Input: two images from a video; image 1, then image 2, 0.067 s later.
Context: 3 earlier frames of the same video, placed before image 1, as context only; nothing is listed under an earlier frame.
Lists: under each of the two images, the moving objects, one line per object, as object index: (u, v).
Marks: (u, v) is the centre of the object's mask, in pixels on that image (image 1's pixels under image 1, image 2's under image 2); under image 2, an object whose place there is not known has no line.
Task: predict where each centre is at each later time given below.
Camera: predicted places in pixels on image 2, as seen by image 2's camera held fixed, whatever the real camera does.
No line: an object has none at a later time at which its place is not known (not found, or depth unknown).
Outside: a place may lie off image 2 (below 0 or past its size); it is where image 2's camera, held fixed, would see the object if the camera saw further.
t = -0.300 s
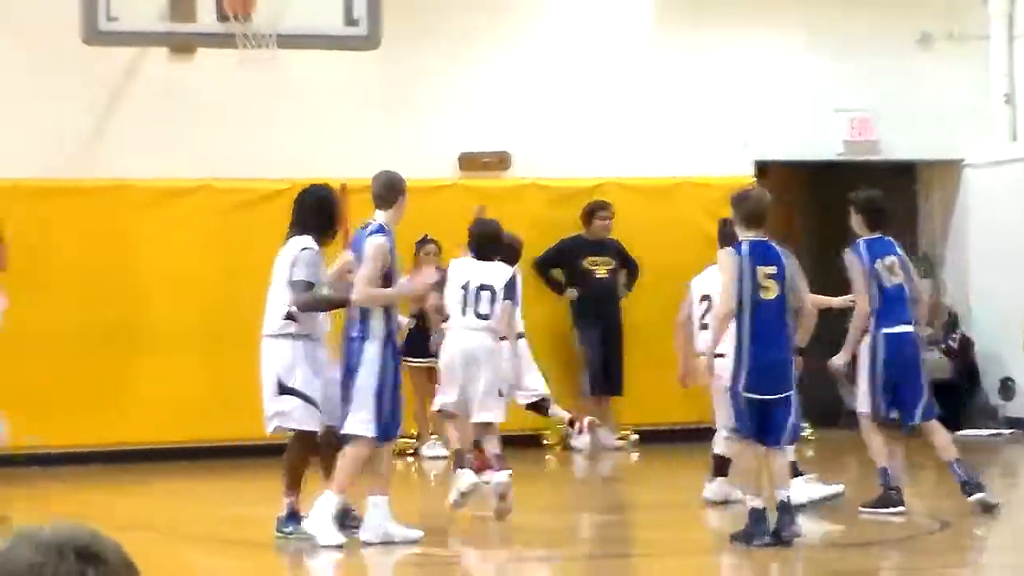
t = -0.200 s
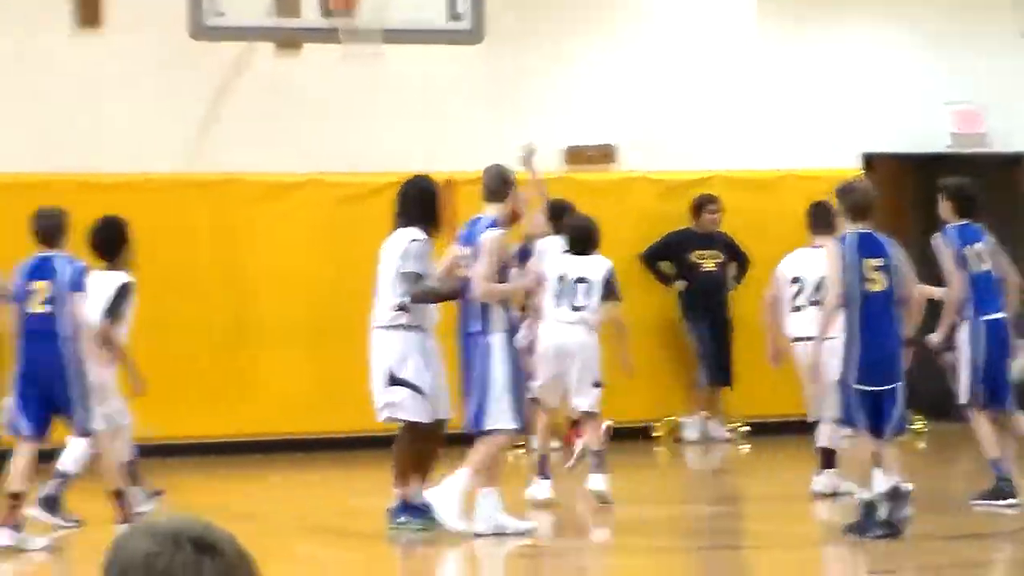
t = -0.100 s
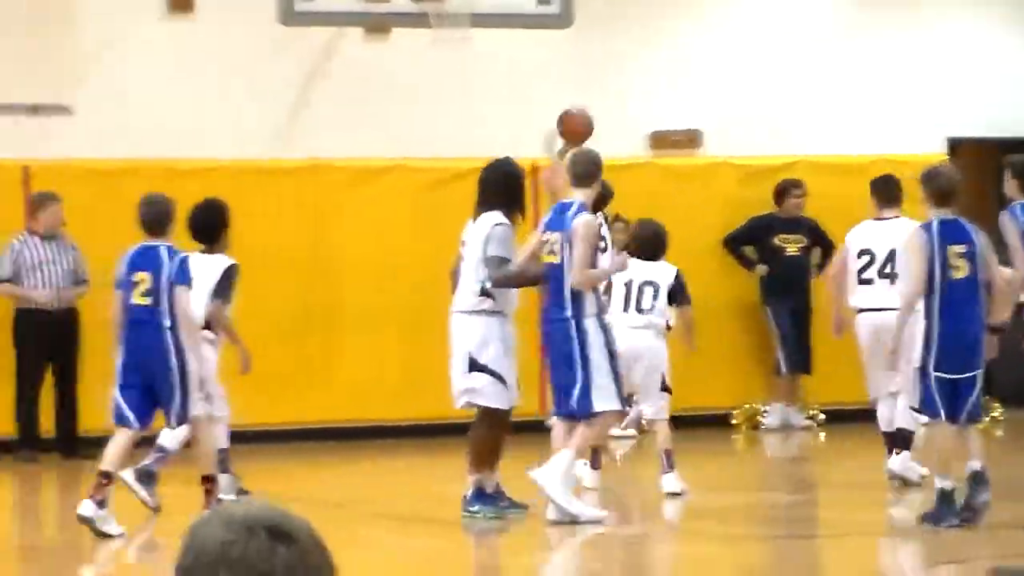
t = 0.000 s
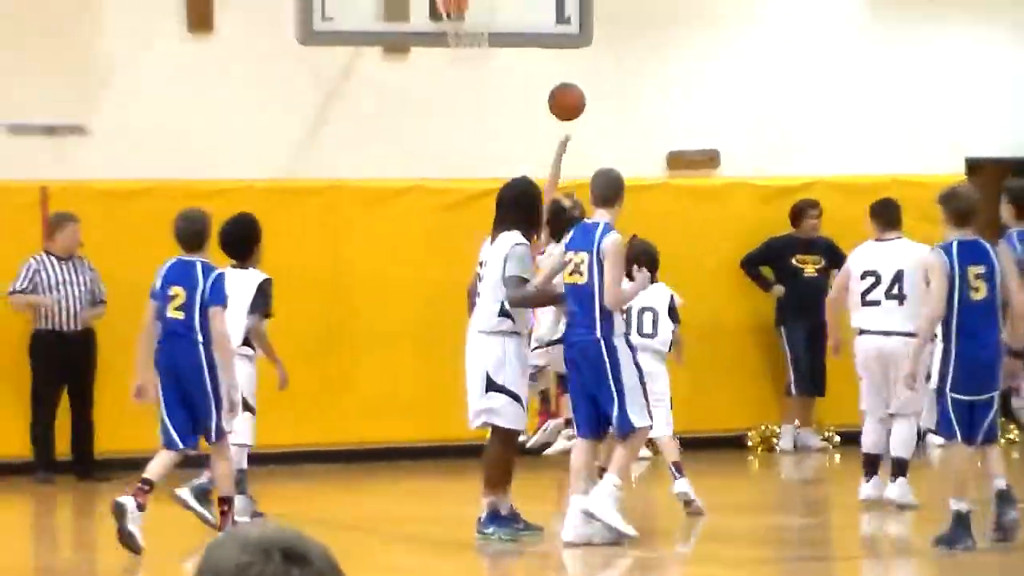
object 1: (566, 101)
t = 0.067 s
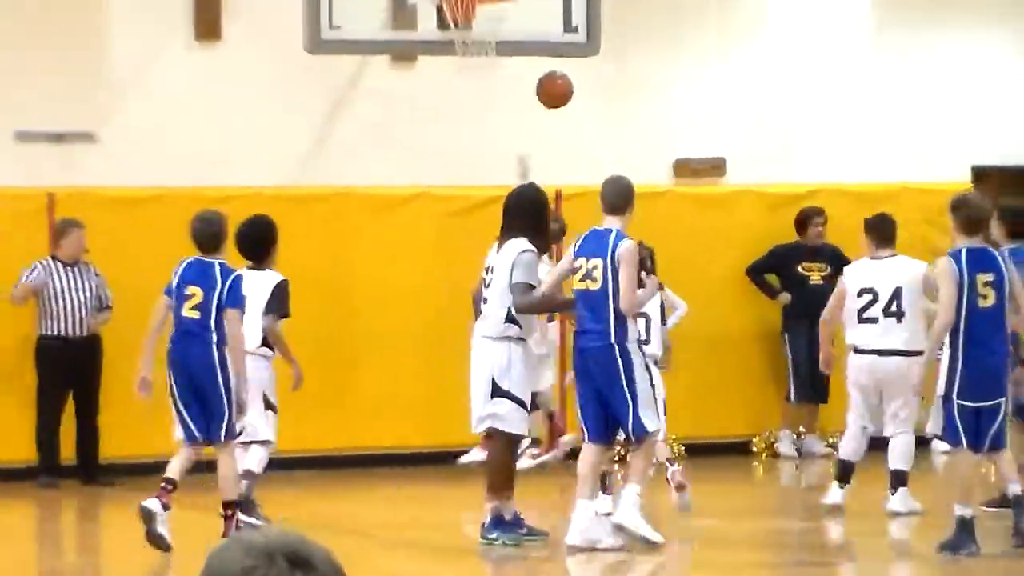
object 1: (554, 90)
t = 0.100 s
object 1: (545, 82)
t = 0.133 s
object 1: (535, 76)
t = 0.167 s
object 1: (526, 73)
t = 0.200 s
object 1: (517, 70)
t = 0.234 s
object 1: (509, 71)
